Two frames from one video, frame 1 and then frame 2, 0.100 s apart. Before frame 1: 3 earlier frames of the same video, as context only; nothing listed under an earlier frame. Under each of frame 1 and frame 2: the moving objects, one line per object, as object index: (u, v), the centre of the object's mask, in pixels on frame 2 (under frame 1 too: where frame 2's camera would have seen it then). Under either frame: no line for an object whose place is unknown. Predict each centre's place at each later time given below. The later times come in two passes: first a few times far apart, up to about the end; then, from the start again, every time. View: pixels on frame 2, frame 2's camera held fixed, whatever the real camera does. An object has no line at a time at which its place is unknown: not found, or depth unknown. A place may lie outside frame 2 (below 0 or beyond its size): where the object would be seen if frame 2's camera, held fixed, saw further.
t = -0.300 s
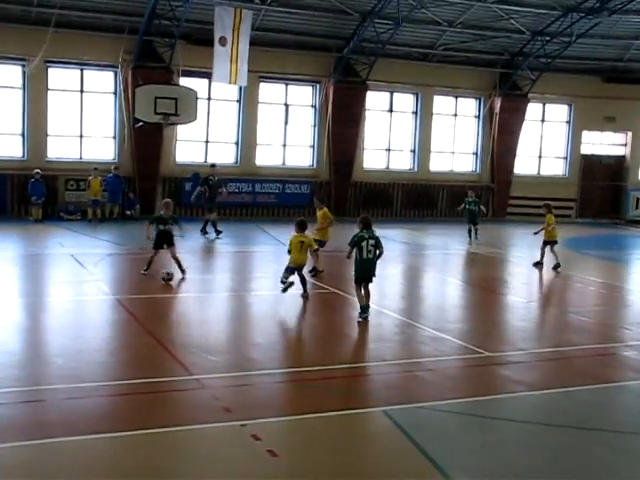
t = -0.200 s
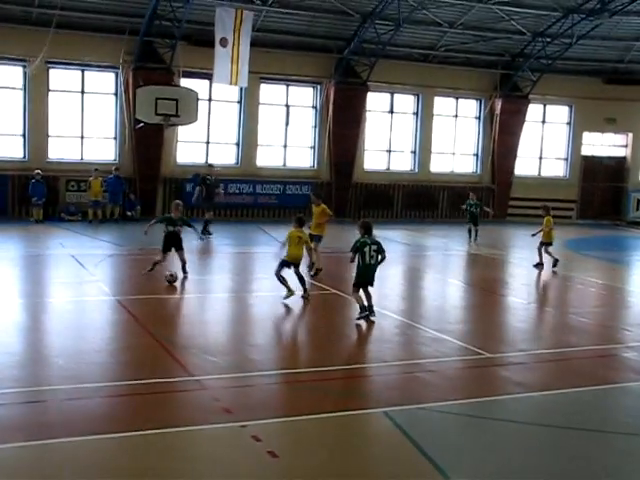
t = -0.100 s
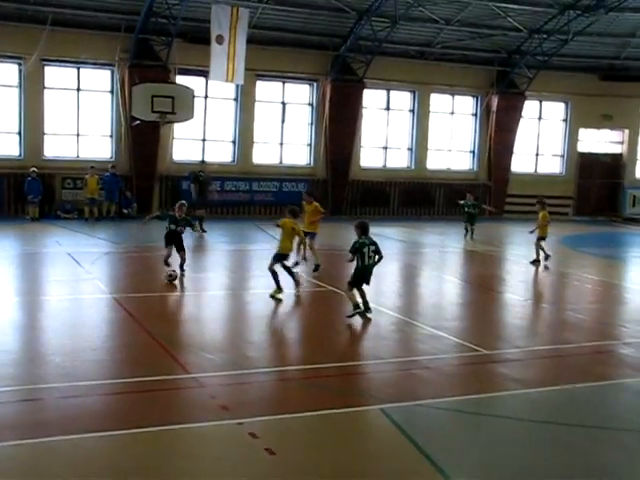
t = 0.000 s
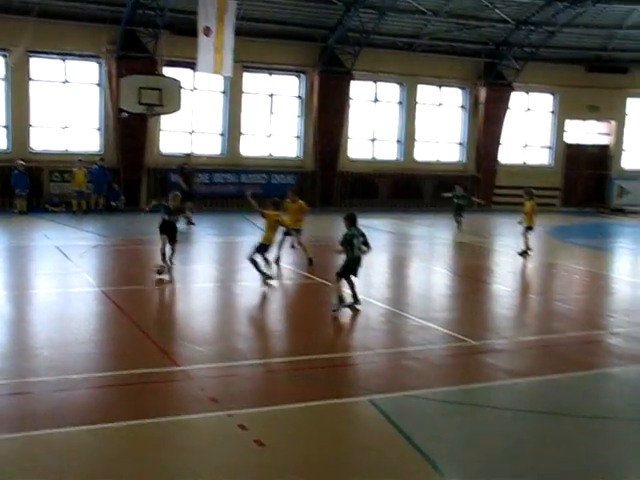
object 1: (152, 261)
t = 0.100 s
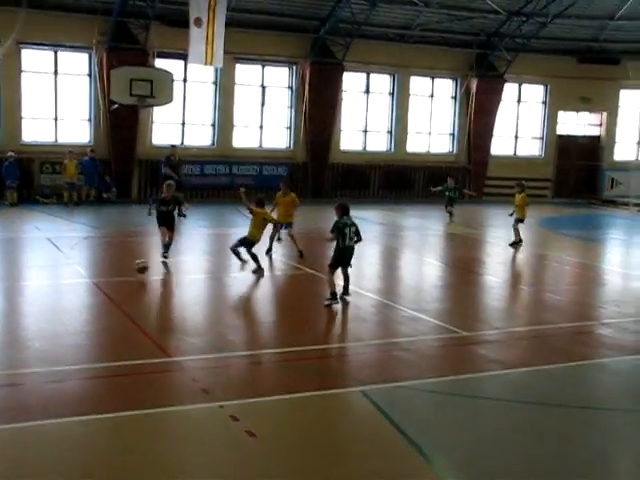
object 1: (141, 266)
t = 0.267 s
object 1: (120, 284)
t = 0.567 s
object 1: (84, 317)
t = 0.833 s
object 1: (46, 351)
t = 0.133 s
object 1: (137, 270)
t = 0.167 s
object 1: (132, 274)
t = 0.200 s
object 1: (126, 281)
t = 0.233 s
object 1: (123, 282)
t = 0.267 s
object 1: (120, 284)
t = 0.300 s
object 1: (116, 287)
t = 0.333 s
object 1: (114, 293)
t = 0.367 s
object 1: (109, 297)
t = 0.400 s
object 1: (105, 300)
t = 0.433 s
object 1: (101, 304)
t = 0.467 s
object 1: (97, 309)
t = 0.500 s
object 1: (92, 312)
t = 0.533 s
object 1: (88, 314)
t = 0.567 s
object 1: (84, 317)
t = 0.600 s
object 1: (80, 323)
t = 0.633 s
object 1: (75, 326)
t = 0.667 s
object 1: (71, 328)
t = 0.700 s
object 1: (67, 332)
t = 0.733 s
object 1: (62, 337)
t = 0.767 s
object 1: (56, 343)
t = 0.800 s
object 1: (51, 346)
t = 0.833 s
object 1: (46, 351)
